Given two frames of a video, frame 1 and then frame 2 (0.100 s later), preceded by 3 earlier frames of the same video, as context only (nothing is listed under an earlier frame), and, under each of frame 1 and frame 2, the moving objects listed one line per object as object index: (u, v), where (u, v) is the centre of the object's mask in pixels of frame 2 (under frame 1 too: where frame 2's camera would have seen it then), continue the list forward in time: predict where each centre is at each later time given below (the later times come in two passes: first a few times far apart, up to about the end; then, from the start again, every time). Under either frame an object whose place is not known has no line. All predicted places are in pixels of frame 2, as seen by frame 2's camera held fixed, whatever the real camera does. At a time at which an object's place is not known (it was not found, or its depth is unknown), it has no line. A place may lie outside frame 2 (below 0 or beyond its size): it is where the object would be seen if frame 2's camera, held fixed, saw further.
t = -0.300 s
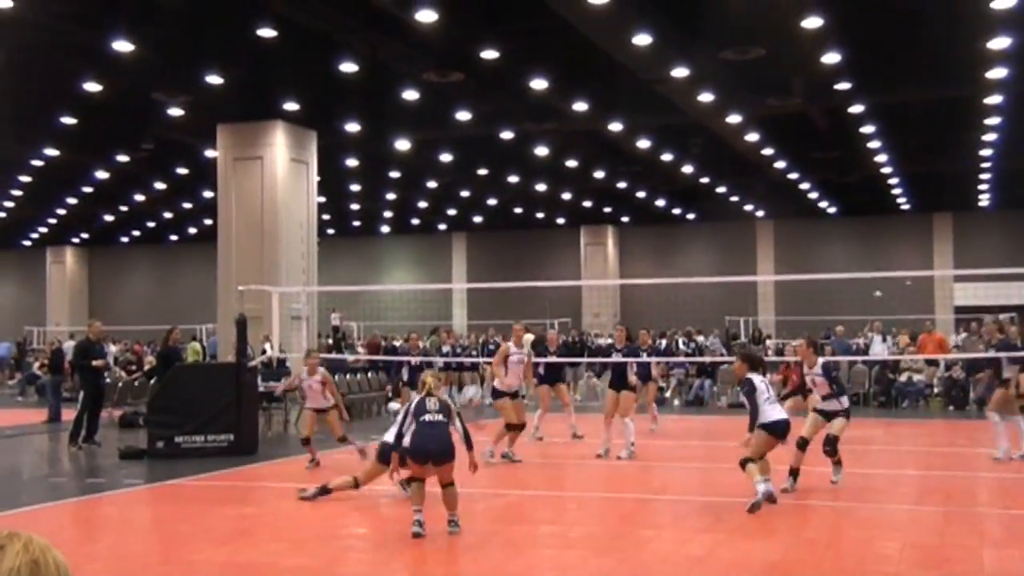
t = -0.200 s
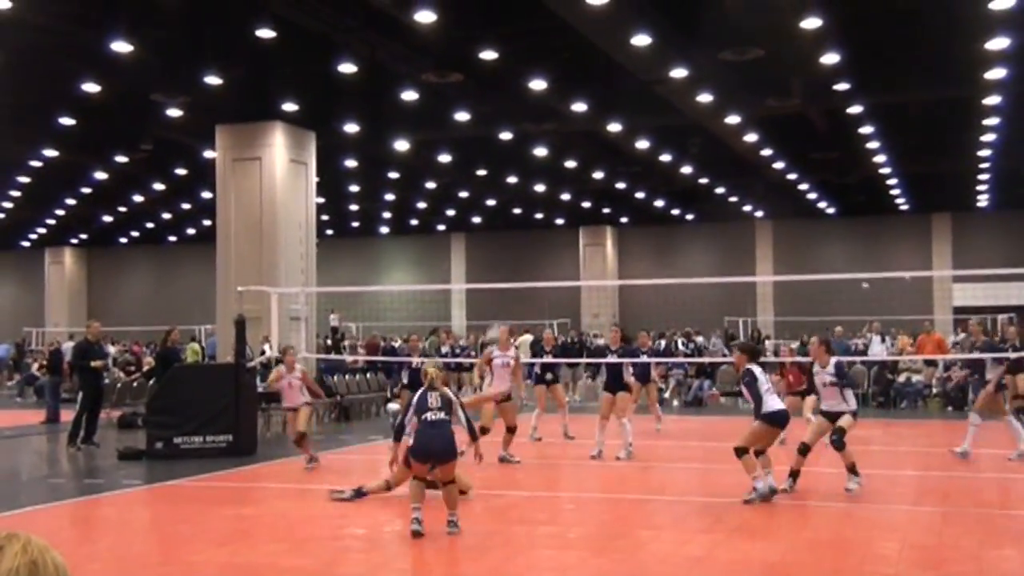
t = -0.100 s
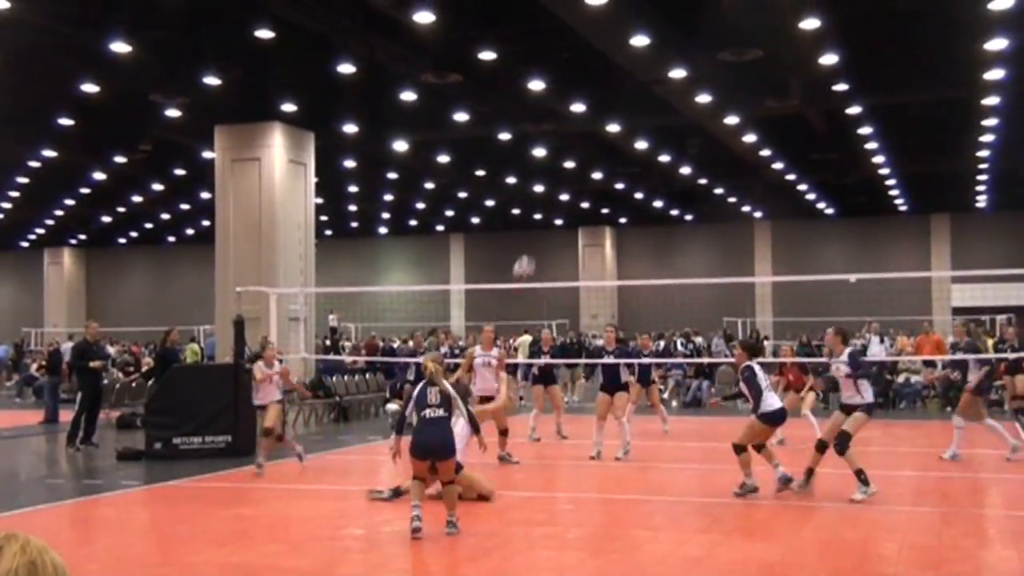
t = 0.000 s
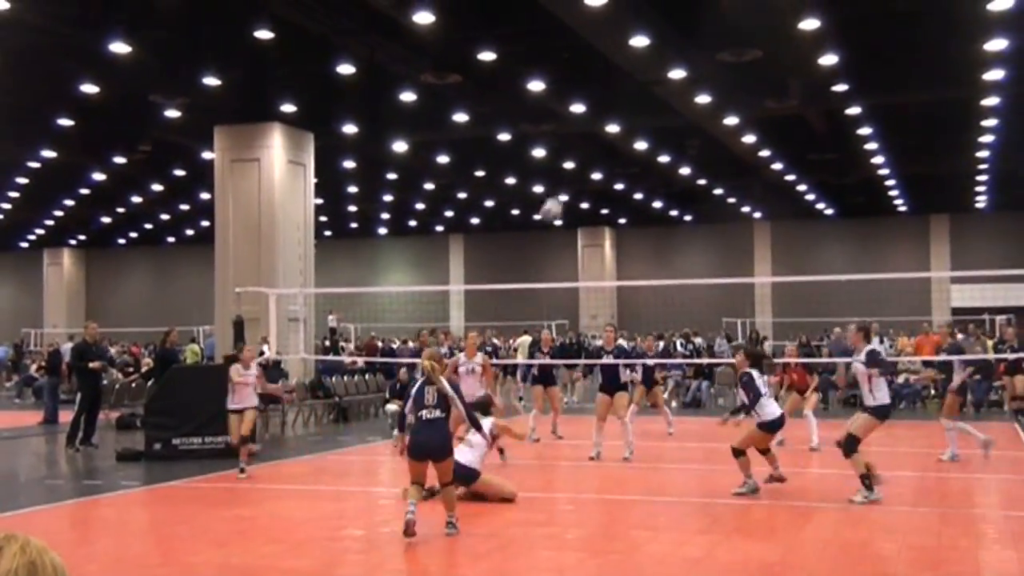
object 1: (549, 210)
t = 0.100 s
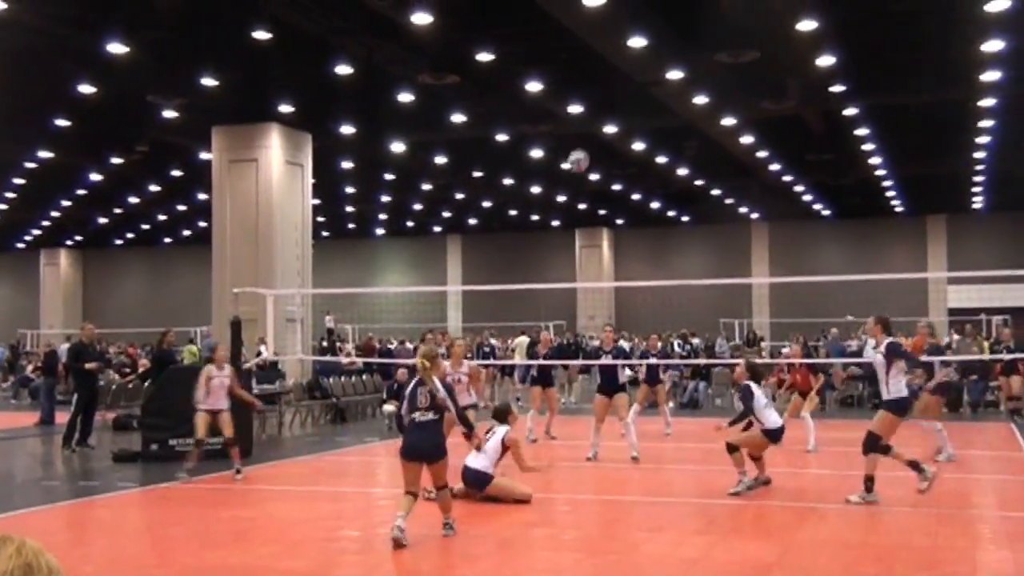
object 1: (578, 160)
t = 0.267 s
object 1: (624, 99)
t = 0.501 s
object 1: (687, 58)
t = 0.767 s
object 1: (761, 74)
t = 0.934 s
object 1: (806, 118)
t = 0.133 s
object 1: (587, 146)
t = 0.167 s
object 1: (596, 133)
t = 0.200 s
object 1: (607, 119)
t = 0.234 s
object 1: (615, 110)
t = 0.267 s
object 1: (624, 99)
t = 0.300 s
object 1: (633, 90)
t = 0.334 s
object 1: (642, 82)
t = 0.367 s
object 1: (651, 75)
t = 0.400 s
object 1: (659, 69)
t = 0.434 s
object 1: (669, 63)
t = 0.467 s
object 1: (678, 60)
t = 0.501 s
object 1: (687, 58)
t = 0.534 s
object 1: (697, 56)
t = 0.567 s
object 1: (705, 55)
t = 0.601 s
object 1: (715, 56)
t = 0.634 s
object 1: (723, 57)
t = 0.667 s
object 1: (732, 59)
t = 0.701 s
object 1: (741, 63)
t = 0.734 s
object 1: (752, 68)
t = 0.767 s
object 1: (761, 74)
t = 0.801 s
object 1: (769, 81)
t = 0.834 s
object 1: (779, 88)
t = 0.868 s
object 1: (787, 97)
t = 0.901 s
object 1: (797, 107)
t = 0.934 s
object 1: (806, 118)
